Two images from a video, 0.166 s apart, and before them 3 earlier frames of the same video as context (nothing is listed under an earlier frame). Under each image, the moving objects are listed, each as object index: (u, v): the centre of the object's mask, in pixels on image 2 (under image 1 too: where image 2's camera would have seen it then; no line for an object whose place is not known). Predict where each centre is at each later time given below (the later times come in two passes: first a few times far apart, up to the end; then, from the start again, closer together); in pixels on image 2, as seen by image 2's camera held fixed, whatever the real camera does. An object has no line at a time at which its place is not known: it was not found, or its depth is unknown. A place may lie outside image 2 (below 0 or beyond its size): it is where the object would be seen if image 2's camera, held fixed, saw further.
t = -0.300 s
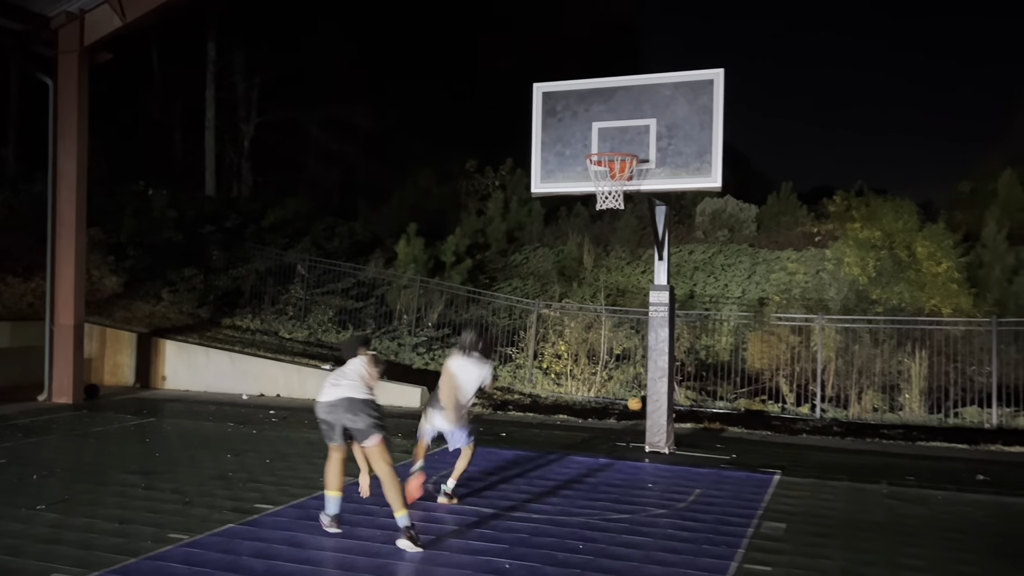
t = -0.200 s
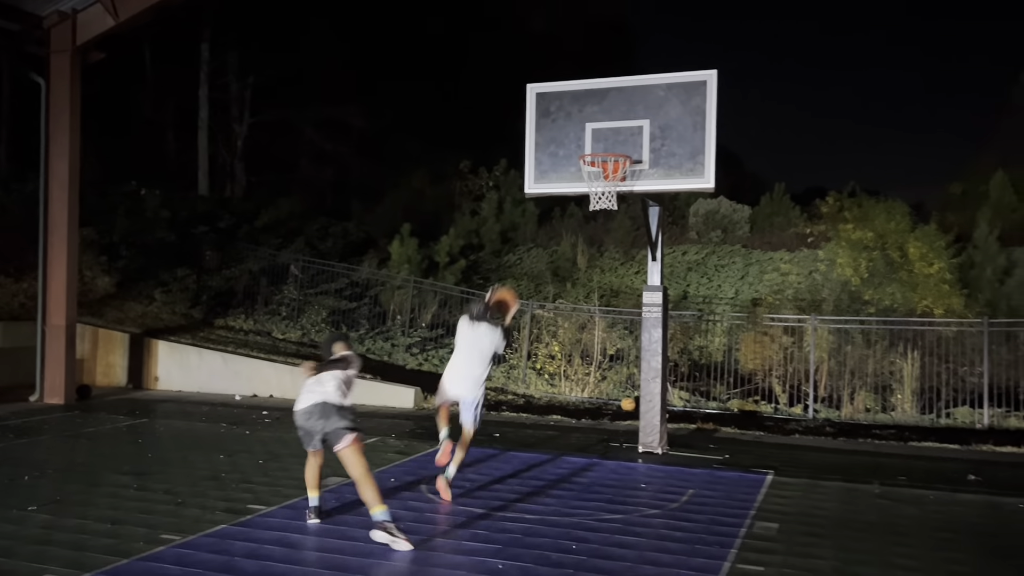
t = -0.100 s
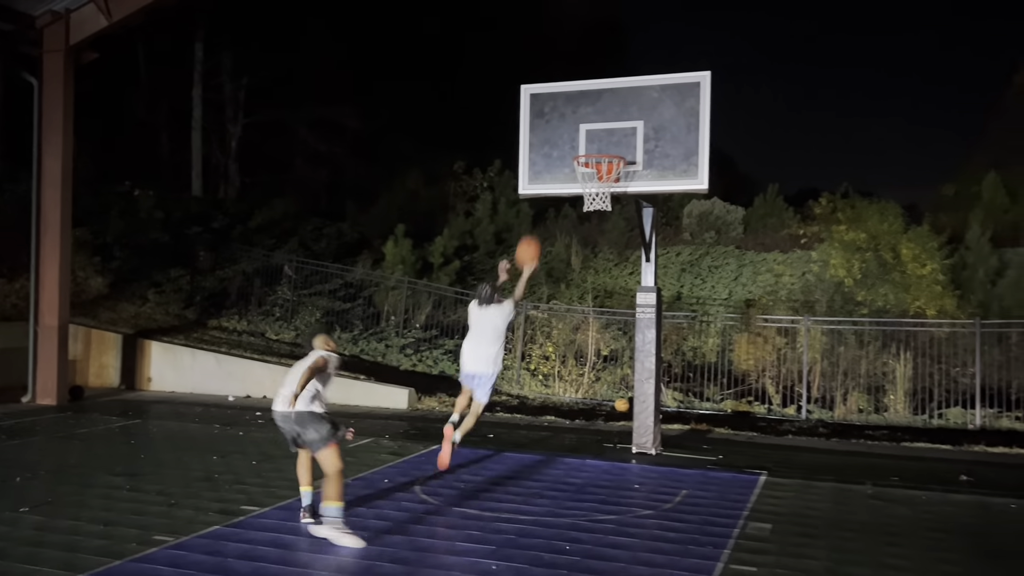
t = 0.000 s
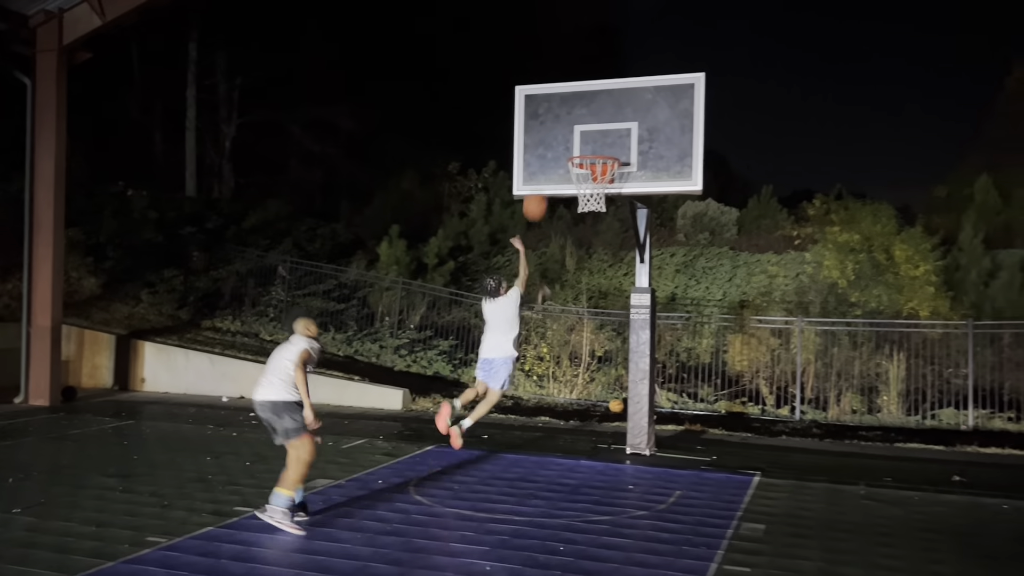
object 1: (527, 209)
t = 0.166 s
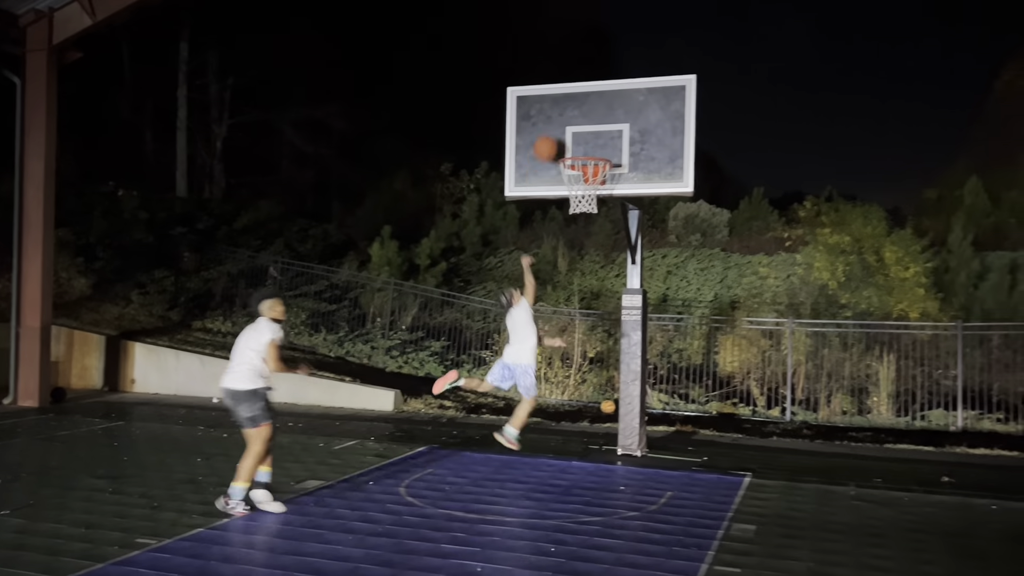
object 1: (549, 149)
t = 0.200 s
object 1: (552, 141)
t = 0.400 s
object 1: (572, 115)
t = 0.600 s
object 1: (596, 123)
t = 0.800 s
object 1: (617, 135)
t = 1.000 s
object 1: (639, 115)
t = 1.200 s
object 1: (664, 141)
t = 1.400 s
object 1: (676, 211)
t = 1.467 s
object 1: (682, 242)
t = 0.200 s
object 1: (552, 141)
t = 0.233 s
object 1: (553, 134)
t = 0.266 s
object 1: (558, 128)
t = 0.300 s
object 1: (562, 123)
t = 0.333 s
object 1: (564, 120)
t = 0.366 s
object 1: (568, 117)
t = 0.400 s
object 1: (572, 115)
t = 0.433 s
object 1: (577, 114)
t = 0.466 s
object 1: (581, 114)
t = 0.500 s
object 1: (586, 114)
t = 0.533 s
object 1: (590, 116)
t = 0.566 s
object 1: (594, 119)
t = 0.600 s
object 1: (596, 123)
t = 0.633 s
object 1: (601, 130)
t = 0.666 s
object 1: (607, 138)
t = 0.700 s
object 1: (608, 145)
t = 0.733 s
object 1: (615, 150)
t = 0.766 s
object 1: (614, 142)
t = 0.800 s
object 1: (617, 135)
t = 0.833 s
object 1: (627, 130)
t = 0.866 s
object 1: (625, 123)
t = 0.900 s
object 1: (635, 121)
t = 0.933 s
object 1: (632, 117)
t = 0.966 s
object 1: (635, 116)
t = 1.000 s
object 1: (639, 115)
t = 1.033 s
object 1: (648, 119)
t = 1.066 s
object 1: (646, 119)
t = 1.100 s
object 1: (655, 124)
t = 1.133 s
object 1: (652, 127)
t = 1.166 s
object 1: (656, 133)
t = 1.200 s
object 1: (664, 141)
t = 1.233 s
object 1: (666, 149)
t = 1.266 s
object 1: (668, 159)
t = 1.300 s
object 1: (670, 169)
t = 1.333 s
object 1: (672, 181)
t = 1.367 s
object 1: (675, 199)
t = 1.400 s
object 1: (676, 211)
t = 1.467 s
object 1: (682, 242)
